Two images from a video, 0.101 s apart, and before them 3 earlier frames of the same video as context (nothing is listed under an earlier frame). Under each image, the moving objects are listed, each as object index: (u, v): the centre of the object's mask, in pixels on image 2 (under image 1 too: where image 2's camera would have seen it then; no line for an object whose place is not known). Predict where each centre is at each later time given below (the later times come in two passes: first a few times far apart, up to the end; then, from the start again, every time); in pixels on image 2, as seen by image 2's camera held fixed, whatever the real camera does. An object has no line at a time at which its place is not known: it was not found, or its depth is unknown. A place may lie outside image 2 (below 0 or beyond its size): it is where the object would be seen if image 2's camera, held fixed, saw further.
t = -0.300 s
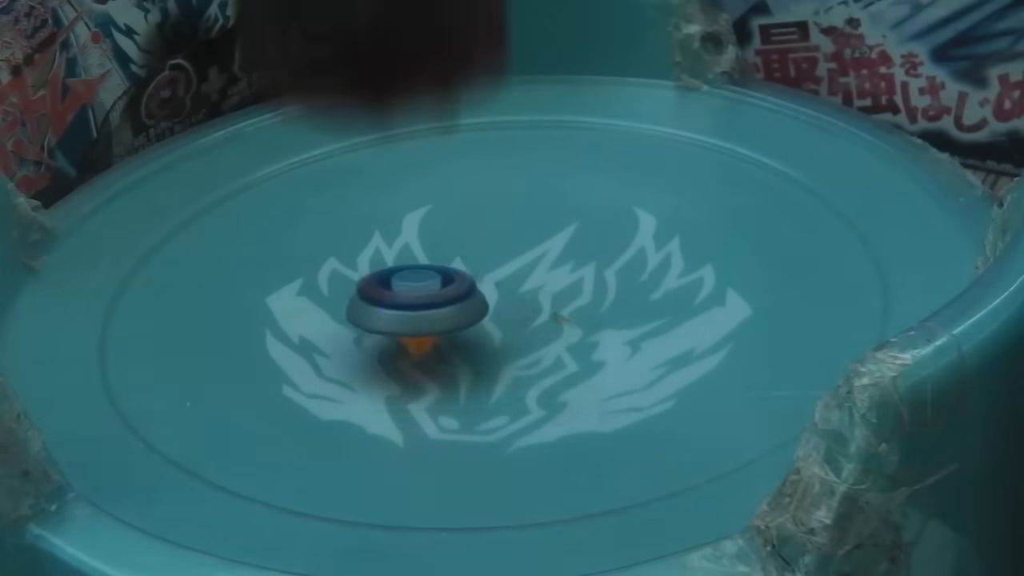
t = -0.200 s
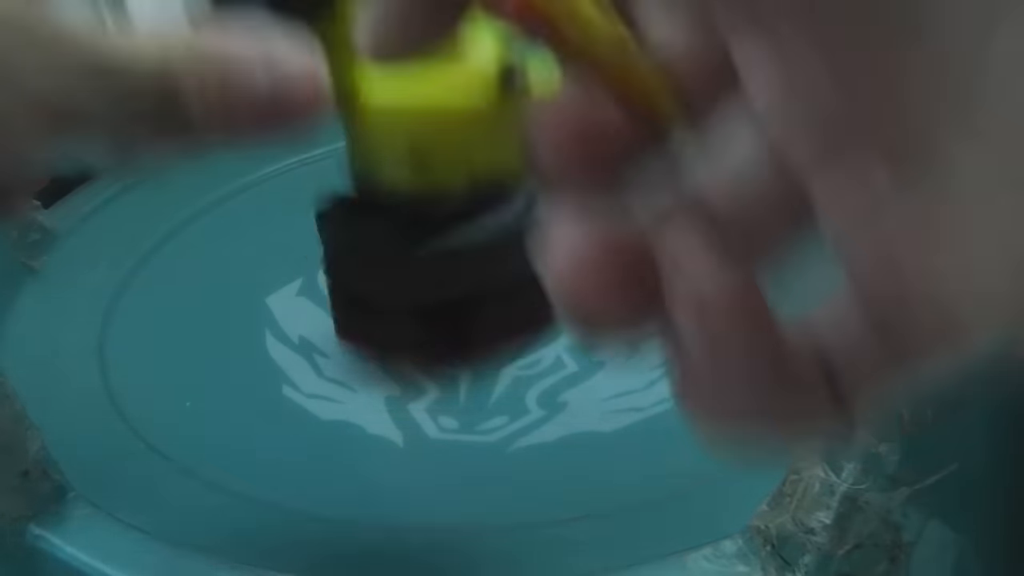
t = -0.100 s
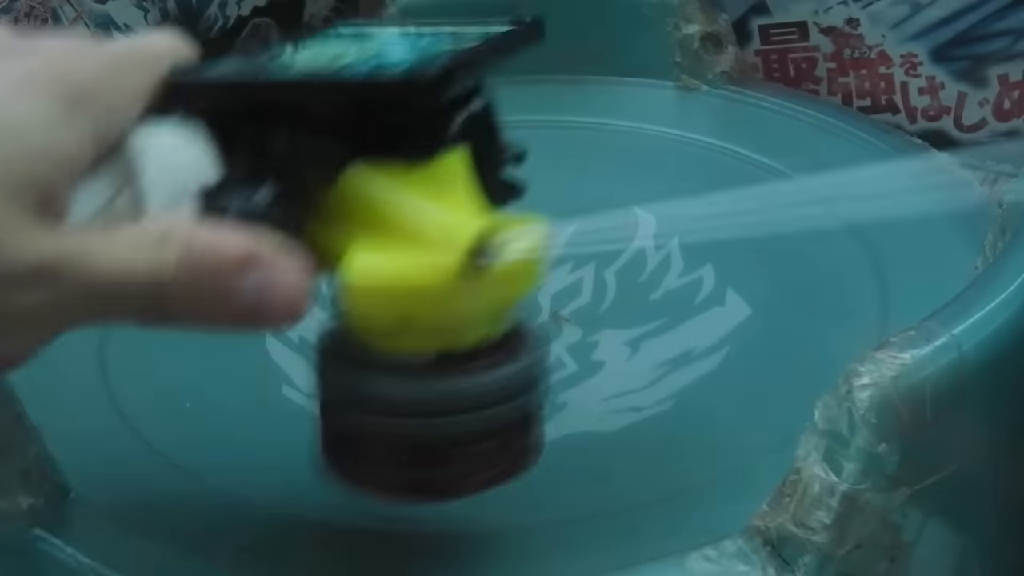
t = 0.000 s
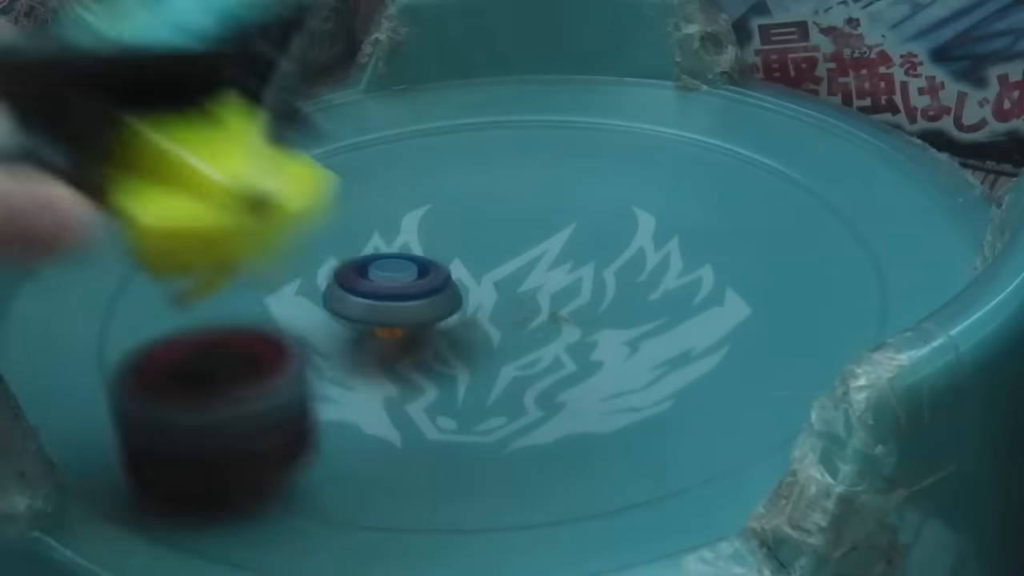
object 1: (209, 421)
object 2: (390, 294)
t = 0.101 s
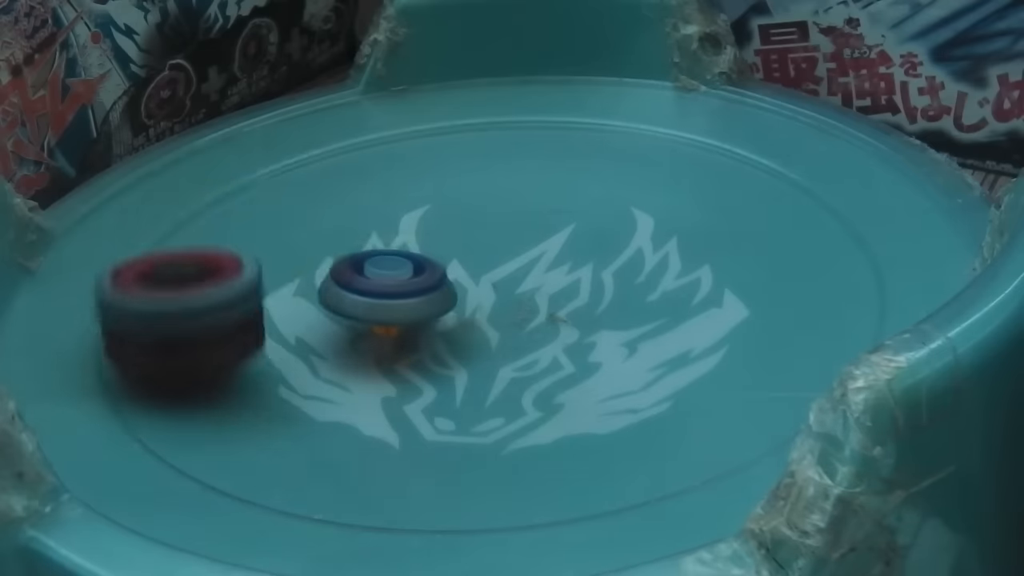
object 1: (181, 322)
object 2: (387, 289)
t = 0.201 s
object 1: (216, 240)
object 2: (387, 286)
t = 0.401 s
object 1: (345, 154)
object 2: (396, 280)
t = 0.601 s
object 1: (465, 186)
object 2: (412, 269)
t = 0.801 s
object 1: (559, 216)
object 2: (273, 378)
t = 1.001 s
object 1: (527, 232)
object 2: (382, 397)
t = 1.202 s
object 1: (425, 198)
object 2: (548, 302)
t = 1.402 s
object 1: (329, 276)
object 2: (578, 228)
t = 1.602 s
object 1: (567, 325)
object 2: (541, 206)
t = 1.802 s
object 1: (725, 201)
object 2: (502, 215)
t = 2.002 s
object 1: (561, 120)
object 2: (486, 237)
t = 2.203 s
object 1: (323, 215)
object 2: (508, 254)
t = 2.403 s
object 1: (366, 378)
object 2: (534, 260)
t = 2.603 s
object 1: (730, 361)
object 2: (557, 259)
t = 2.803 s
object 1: (816, 219)
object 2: (563, 263)
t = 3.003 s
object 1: (571, 163)
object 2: (558, 275)
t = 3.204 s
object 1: (285, 222)
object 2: (545, 287)
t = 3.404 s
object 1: (170, 361)
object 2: (537, 295)
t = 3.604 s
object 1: (474, 432)
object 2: (534, 299)
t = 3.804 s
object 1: (720, 292)
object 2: (521, 306)
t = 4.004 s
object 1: (597, 165)
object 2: (499, 313)
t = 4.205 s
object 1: (345, 137)
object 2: (475, 314)
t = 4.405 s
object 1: (155, 218)
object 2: (452, 312)
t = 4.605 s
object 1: (292, 370)
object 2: (442, 309)
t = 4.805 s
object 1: (670, 327)
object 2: (443, 306)
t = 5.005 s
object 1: (753, 173)
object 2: (431, 299)
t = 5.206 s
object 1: (582, 100)
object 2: (424, 289)
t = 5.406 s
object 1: (344, 170)
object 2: (415, 277)
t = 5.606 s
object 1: (276, 329)
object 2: (416, 269)
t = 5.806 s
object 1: (559, 406)
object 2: (424, 271)
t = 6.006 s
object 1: (829, 288)
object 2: (433, 269)
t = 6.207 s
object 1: (718, 182)
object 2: (452, 267)
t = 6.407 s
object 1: (438, 173)
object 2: (485, 259)
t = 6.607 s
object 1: (208, 262)
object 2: (498, 251)
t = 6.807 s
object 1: (223, 398)
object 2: (502, 250)
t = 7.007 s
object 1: (585, 387)
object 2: (506, 254)
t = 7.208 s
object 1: (688, 235)
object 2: (510, 261)
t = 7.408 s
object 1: (526, 144)
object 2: (517, 270)
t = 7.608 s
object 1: (292, 151)
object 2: (529, 275)
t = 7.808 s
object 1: (202, 281)
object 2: (535, 281)
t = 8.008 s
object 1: (472, 372)
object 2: (539, 273)
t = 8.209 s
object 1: (742, 272)
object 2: (518, 292)
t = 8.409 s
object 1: (711, 147)
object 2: (511, 294)
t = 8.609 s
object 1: (482, 142)
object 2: (503, 295)
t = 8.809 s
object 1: (296, 256)
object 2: (485, 298)
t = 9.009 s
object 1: (367, 388)
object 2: (475, 297)
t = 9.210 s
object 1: (687, 371)
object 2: (457, 297)
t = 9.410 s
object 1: (743, 238)
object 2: (449, 294)
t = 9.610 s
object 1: (529, 180)
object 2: (448, 293)
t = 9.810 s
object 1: (286, 216)
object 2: (441, 287)
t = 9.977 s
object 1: (185, 310)
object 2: (437, 282)
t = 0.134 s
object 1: (188, 292)
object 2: (387, 288)
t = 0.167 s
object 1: (200, 265)
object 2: (387, 287)
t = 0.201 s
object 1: (216, 240)
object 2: (387, 286)
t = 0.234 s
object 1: (235, 217)
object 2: (389, 285)
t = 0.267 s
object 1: (256, 198)
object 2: (390, 284)
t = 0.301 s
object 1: (278, 183)
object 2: (391, 283)
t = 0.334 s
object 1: (300, 171)
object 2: (393, 282)
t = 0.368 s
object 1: (323, 161)
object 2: (394, 281)
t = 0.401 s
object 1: (345, 154)
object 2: (396, 280)
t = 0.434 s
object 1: (368, 152)
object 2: (395, 277)
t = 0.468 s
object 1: (390, 152)
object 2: (397, 276)
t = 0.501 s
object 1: (411, 155)
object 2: (399, 274)
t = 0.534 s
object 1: (431, 163)
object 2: (406, 273)
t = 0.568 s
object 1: (449, 175)
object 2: (410, 271)
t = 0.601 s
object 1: (465, 186)
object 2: (412, 269)
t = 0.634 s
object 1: (483, 197)
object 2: (392, 273)
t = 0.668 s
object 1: (505, 196)
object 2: (356, 300)
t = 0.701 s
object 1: (525, 200)
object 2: (326, 332)
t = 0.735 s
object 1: (541, 205)
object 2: (302, 354)
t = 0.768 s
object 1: (553, 211)
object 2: (283, 367)
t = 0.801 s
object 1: (559, 216)
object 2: (273, 378)
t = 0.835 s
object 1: (561, 221)
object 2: (271, 396)
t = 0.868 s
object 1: (560, 225)
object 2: (278, 405)
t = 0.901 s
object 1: (555, 230)
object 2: (294, 409)
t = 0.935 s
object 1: (547, 233)
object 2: (318, 408)
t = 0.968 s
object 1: (537, 234)
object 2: (348, 404)
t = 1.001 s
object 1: (527, 232)
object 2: (382, 397)
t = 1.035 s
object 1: (515, 227)
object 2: (414, 387)
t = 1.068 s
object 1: (502, 222)
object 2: (446, 379)
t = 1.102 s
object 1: (489, 216)
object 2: (477, 356)
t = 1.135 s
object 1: (471, 208)
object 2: (506, 339)
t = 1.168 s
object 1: (450, 202)
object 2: (532, 319)
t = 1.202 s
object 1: (425, 198)
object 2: (548, 302)
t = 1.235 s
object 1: (397, 199)
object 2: (562, 284)
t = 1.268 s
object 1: (371, 205)
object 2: (574, 268)
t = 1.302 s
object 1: (348, 217)
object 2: (580, 254)
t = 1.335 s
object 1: (331, 234)
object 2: (582, 243)
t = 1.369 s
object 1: (324, 253)
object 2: (582, 236)
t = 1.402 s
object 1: (329, 276)
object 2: (578, 228)
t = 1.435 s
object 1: (348, 296)
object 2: (574, 222)
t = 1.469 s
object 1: (378, 315)
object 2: (569, 218)
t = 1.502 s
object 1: (419, 327)
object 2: (563, 214)
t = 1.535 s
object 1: (467, 334)
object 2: (556, 211)
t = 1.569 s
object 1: (519, 331)
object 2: (549, 209)
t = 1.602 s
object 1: (567, 325)
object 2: (541, 206)
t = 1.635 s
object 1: (614, 313)
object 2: (534, 206)
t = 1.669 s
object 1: (656, 295)
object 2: (528, 207)
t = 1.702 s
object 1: (689, 275)
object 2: (521, 208)
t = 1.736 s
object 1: (710, 251)
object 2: (515, 210)
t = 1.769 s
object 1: (723, 227)
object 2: (510, 212)
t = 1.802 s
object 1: (725, 201)
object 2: (502, 215)
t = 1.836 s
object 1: (715, 178)
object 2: (501, 218)
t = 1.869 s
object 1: (697, 158)
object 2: (493, 221)
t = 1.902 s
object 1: (671, 144)
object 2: (490, 225)
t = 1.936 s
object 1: (639, 130)
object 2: (488, 229)
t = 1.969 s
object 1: (601, 123)
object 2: (486, 233)
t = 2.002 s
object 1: (561, 120)
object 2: (486, 237)
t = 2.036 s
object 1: (517, 124)
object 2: (488, 240)
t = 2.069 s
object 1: (472, 134)
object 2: (491, 243)
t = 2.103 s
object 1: (428, 149)
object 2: (495, 246)
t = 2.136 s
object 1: (387, 166)
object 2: (500, 249)
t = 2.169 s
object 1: (350, 190)
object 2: (504, 251)
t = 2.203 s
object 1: (323, 215)
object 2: (508, 254)
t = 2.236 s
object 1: (301, 243)
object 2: (513, 255)
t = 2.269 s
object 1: (291, 272)
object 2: (518, 257)
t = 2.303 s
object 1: (292, 302)
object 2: (522, 259)
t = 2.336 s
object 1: (304, 330)
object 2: (527, 259)
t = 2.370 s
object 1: (328, 356)
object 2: (530, 260)
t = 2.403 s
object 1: (366, 378)
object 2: (534, 260)
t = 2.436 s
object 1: (415, 393)
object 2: (539, 260)
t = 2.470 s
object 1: (475, 398)
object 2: (543, 260)
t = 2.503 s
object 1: (541, 398)
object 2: (547, 258)
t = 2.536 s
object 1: (606, 392)
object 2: (550, 259)
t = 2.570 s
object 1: (671, 379)
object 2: (554, 260)
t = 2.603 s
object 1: (730, 361)
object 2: (557, 259)
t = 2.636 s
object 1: (773, 336)
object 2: (559, 260)
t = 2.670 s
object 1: (809, 308)
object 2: (560, 260)
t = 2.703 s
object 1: (831, 285)
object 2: (562, 261)
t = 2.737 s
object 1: (841, 264)
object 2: (563, 261)
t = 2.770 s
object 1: (833, 240)
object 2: (563, 262)
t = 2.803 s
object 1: (816, 219)
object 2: (563, 263)
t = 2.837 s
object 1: (791, 199)
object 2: (563, 265)
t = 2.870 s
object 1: (756, 184)
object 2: (561, 266)
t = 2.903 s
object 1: (716, 173)
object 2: (560, 268)
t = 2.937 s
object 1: (671, 168)
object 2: (561, 271)
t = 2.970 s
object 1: (623, 164)
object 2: (559, 273)
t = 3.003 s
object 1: (571, 163)
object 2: (558, 275)
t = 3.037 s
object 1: (521, 168)
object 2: (552, 277)
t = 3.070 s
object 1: (472, 174)
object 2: (551, 279)
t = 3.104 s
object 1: (421, 182)
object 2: (549, 281)
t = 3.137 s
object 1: (372, 190)
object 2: (547, 282)
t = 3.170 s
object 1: (327, 204)
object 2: (546, 285)
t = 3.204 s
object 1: (285, 222)
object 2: (545, 287)
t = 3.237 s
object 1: (247, 241)
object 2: (543, 289)
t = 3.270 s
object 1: (216, 263)
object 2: (542, 290)
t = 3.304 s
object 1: (190, 285)
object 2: (541, 291)
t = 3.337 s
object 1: (173, 312)
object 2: (539, 293)
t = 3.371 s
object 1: (166, 337)
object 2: (538, 294)
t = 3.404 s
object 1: (170, 361)
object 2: (537, 295)
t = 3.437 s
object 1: (188, 385)
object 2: (536, 296)
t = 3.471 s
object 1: (221, 408)
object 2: (535, 297)
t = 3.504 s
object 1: (269, 428)
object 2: (535, 299)
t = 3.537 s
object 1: (330, 439)
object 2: (534, 300)
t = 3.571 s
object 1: (398, 442)
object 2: (533, 302)
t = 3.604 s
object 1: (474, 432)
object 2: (534, 299)
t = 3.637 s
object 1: (539, 421)
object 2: (532, 295)
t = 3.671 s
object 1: (600, 402)
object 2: (523, 297)
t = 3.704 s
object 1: (648, 378)
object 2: (524, 302)
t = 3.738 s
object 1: (686, 350)
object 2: (528, 305)
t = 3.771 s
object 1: (710, 322)
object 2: (524, 305)
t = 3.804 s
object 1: (720, 292)
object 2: (521, 306)
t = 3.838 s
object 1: (718, 266)
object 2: (518, 307)
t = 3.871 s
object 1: (706, 241)
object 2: (515, 308)
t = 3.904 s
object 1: (688, 218)
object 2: (511, 309)
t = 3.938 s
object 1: (662, 198)
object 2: (507, 311)
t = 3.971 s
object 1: (631, 181)
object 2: (503, 312)
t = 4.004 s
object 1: (597, 165)
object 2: (499, 313)
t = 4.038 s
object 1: (558, 155)
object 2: (495, 313)
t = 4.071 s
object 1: (518, 144)
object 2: (491, 314)
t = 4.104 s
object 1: (476, 137)
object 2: (487, 314)
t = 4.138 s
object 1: (432, 134)
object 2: (483, 315)
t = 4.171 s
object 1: (389, 136)
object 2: (479, 314)
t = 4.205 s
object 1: (345, 137)
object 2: (475, 314)
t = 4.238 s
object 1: (303, 141)
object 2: (471, 314)
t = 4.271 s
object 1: (264, 150)
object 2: (466, 313)
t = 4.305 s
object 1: (228, 161)
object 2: (462, 313)
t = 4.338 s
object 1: (196, 177)
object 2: (459, 312)
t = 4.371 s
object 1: (171, 195)
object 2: (455, 312)
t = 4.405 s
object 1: (155, 218)
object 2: (452, 312)
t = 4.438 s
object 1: (148, 246)
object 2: (449, 311)
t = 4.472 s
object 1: (152, 273)
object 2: (447, 311)
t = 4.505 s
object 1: (168, 302)
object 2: (446, 310)
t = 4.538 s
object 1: (196, 328)
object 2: (444, 310)
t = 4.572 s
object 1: (238, 351)
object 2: (443, 310)
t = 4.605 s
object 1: (292, 370)
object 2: (442, 309)
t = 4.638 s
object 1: (361, 379)
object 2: (464, 304)
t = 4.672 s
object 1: (429, 383)
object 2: (453, 283)
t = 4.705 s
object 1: (493, 380)
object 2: (427, 295)
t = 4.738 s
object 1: (558, 368)
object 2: (433, 304)
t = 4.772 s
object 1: (620, 352)
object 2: (444, 306)
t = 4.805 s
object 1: (670, 327)
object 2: (443, 306)
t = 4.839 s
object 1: (709, 303)
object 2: (442, 305)
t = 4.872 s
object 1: (738, 275)
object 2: (436, 303)
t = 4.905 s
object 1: (755, 247)
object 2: (435, 302)
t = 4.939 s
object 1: (762, 222)
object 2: (437, 302)
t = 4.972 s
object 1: (761, 197)
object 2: (436, 301)
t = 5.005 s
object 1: (753, 173)
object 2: (431, 299)
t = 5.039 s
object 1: (738, 152)
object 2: (430, 297)
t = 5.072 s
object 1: (716, 135)
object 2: (427, 295)
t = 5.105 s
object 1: (689, 118)
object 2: (426, 294)
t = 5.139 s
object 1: (657, 110)
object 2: (424, 292)
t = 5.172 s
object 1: (621, 101)
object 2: (426, 291)
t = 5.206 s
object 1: (582, 100)
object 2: (424, 289)
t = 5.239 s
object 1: (541, 99)
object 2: (419, 286)
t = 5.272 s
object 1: (499, 103)
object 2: (418, 284)
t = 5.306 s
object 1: (458, 113)
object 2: (416, 282)
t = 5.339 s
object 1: (417, 127)
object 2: (416, 281)
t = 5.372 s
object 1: (380, 148)
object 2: (415, 280)
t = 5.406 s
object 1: (344, 170)
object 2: (415, 277)
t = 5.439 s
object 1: (312, 193)
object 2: (416, 275)
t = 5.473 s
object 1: (289, 218)
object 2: (417, 273)
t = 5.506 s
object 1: (272, 244)
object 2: (415, 272)
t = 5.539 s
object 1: (263, 274)
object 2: (415, 271)
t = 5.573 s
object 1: (264, 302)
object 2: (416, 270)
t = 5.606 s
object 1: (276, 329)
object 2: (416, 269)
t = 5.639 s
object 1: (299, 355)
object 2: (418, 268)
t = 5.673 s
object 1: (333, 375)
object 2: (420, 266)
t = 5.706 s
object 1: (379, 392)
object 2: (422, 267)
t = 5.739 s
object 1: (433, 402)
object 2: (422, 268)
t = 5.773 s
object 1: (493, 405)
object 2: (423, 271)
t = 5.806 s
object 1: (559, 406)
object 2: (424, 271)
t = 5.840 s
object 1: (626, 398)
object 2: (425, 271)
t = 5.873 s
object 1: (686, 382)
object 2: (423, 270)
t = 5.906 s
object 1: (737, 362)
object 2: (425, 270)
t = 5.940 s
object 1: (777, 337)
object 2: (427, 269)
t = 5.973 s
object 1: (809, 311)
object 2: (430, 269)
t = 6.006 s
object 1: (829, 288)
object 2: (433, 269)
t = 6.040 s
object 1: (836, 269)
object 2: (441, 271)
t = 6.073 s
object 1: (829, 246)
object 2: (439, 269)
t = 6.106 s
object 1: (812, 226)
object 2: (442, 268)
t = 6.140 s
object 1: (787, 208)
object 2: (445, 268)
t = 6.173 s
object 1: (754, 193)
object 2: (448, 267)
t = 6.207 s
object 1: (718, 182)
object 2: (452, 267)
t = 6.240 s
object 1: (675, 172)
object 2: (457, 266)
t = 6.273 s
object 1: (629, 168)
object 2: (461, 263)
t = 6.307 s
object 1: (582, 164)
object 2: (466, 261)
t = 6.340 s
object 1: (536, 167)
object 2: (475, 261)
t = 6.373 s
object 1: (488, 165)
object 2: (480, 260)
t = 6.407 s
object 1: (438, 173)
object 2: (485, 259)
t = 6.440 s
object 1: (394, 186)
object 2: (484, 256)
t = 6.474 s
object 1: (350, 196)
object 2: (488, 254)
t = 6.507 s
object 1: (309, 209)
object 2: (491, 253)
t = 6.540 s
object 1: (270, 226)
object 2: (494, 252)
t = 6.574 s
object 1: (237, 241)
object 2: (497, 251)
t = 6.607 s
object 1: (208, 262)
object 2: (498, 251)
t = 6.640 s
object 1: (185, 282)
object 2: (500, 250)
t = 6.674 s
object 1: (170, 306)
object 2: (500, 250)
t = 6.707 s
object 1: (165, 330)
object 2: (501, 250)
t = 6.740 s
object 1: (170, 354)
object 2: (501, 250)
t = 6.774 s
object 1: (189, 377)
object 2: (502, 250)
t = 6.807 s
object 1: (223, 398)
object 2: (502, 250)
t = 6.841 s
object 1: (271, 414)
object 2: (502, 250)
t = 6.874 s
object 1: (330, 425)
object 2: (503, 251)
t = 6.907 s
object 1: (395, 428)
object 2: (503, 251)
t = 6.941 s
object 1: (466, 421)
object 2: (504, 252)
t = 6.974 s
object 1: (530, 405)
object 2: (505, 253)
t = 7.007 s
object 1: (585, 387)
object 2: (506, 254)
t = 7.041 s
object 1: (633, 366)
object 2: (506, 255)
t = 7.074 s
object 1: (667, 340)
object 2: (507, 256)
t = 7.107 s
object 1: (691, 313)
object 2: (508, 257)
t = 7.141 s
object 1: (698, 284)
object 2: (509, 258)
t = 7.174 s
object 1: (698, 260)
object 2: (510, 260)
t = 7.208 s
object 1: (688, 235)
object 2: (510, 261)
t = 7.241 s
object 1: (672, 216)
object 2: (511, 263)
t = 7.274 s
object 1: (651, 194)
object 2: (512, 264)
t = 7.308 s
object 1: (626, 181)
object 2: (513, 265)
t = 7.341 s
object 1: (596, 166)
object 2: (513, 267)
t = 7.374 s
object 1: (562, 154)
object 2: (516, 268)
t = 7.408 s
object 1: (526, 144)
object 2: (517, 270)
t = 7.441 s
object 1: (488, 137)
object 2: (518, 271)
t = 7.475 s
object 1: (448, 134)
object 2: (520, 271)
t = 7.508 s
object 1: (408, 133)
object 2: (522, 272)
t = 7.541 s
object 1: (367, 135)
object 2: (524, 273)
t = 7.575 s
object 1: (328, 142)
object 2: (527, 274)
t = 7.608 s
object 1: (292, 151)
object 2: (529, 275)
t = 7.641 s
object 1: (260, 164)
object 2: (532, 276)
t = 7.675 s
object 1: (233, 182)
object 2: (534, 277)
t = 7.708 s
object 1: (212, 203)
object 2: (535, 278)
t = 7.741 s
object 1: (199, 228)
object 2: (535, 279)
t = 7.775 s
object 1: (196, 254)
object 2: (535, 280)
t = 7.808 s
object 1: (202, 281)
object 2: (535, 281)
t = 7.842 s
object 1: (221, 307)
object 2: (534, 282)
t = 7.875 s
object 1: (254, 332)
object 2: (532, 283)
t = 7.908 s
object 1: (297, 353)
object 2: (530, 284)
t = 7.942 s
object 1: (348, 367)
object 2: (528, 285)
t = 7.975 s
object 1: (410, 372)
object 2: (530, 283)
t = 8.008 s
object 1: (472, 372)
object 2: (539, 273)
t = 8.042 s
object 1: (531, 366)
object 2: (531, 265)
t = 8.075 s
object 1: (586, 356)
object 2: (509, 279)
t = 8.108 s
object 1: (638, 339)
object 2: (514, 288)
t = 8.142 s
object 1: (683, 319)
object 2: (525, 291)
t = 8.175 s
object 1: (718, 295)
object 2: (519, 291)
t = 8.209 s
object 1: (742, 272)
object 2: (518, 292)
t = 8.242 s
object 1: (757, 246)
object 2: (517, 292)
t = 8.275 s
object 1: (764, 223)
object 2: (516, 293)
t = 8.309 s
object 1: (761, 199)
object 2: (515, 293)
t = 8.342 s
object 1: (751, 178)
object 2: (516, 294)
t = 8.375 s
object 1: (734, 161)
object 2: (513, 294)
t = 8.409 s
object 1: (711, 147)
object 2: (511, 294)
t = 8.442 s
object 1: (680, 137)
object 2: (510, 295)
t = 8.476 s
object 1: (646, 130)
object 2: (509, 295)
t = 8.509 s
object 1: (606, 123)
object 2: (508, 295)
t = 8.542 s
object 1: (566, 125)
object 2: (507, 295)
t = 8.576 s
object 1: (524, 130)
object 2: (505, 295)
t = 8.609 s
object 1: (482, 142)
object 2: (503, 295)
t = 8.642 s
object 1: (441, 154)
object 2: (501, 295)
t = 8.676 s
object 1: (402, 169)
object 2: (499, 296)
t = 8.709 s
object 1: (368, 188)
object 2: (495, 296)
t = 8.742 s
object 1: (338, 210)
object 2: (491, 297)
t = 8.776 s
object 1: (314, 233)
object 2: (488, 297)
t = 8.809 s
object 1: (296, 256)
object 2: (485, 298)
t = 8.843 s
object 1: (285, 281)
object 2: (482, 299)
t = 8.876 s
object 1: (283, 305)
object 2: (478, 300)
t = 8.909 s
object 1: (290, 330)
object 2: (475, 300)
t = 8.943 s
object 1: (304, 353)
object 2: (476, 302)
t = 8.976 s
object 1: (330, 373)
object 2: (471, 300)
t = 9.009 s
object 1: (367, 388)
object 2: (475, 297)
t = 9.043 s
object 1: (413, 399)
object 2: (480, 292)
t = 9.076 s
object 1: (466, 404)
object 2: (468, 290)
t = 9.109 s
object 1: (521, 405)
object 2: (461, 294)
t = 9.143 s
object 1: (580, 399)
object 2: (462, 298)
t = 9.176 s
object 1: (639, 388)
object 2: (463, 299)
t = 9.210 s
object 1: (687, 371)
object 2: (457, 297)
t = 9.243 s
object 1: (728, 351)
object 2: (455, 297)
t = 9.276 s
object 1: (754, 328)
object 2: (454, 296)
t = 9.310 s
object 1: (769, 303)
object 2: (453, 296)
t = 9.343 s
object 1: (770, 280)
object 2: (452, 295)
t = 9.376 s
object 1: (761, 258)
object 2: (450, 294)
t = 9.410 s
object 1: (743, 238)
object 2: (449, 294)
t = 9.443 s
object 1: (719, 223)
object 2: (448, 294)
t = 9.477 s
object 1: (686, 208)
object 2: (447, 294)
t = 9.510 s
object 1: (651, 197)
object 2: (447, 294)
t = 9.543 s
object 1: (613, 189)
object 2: (447, 293)
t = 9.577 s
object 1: (571, 184)
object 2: (445, 292)
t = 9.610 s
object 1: (529, 180)
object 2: (448, 293)
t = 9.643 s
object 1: (488, 180)
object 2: (448, 292)
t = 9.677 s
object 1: (446, 183)
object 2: (448, 291)
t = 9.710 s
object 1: (403, 187)
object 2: (447, 290)
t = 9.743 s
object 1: (363, 193)
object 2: (443, 289)
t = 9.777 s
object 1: (324, 203)
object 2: (441, 288)
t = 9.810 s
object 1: (286, 216)
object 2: (441, 287)
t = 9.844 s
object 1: (253, 230)
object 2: (440, 286)
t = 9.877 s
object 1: (225, 247)
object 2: (439, 285)
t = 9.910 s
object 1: (204, 267)
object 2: (438, 284)
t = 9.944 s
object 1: (189, 288)
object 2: (437, 283)
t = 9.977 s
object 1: (185, 310)
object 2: (437, 282)
